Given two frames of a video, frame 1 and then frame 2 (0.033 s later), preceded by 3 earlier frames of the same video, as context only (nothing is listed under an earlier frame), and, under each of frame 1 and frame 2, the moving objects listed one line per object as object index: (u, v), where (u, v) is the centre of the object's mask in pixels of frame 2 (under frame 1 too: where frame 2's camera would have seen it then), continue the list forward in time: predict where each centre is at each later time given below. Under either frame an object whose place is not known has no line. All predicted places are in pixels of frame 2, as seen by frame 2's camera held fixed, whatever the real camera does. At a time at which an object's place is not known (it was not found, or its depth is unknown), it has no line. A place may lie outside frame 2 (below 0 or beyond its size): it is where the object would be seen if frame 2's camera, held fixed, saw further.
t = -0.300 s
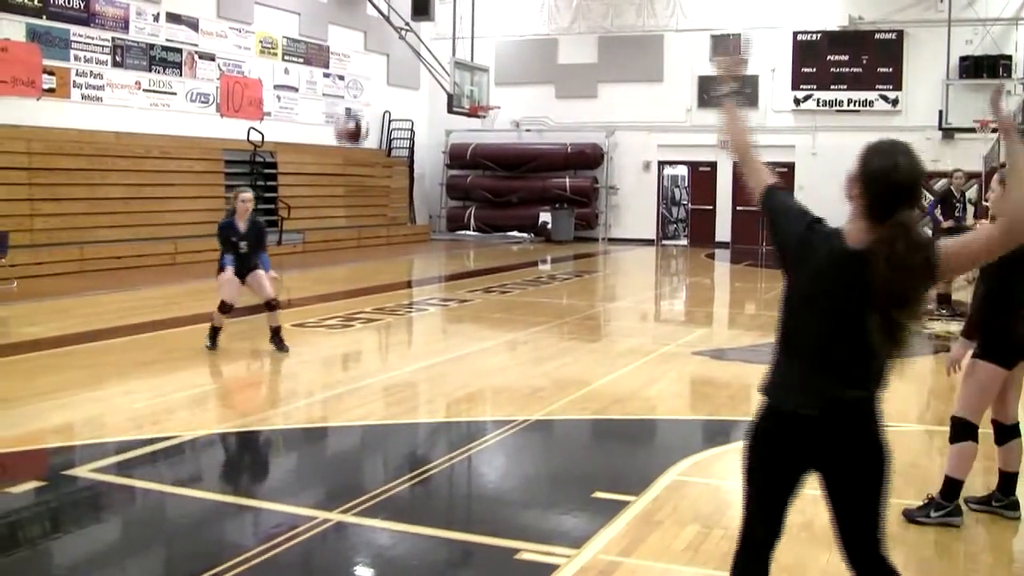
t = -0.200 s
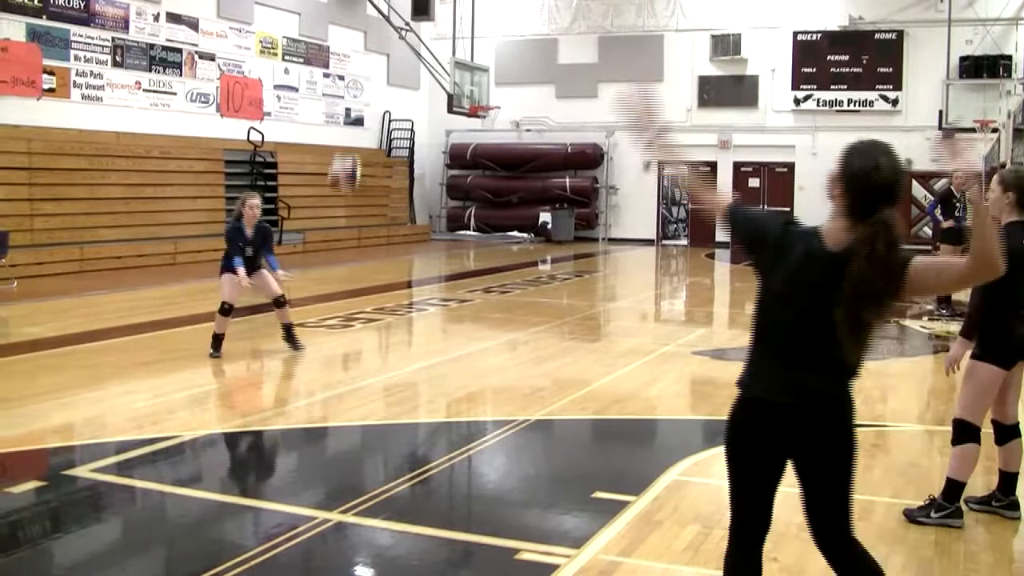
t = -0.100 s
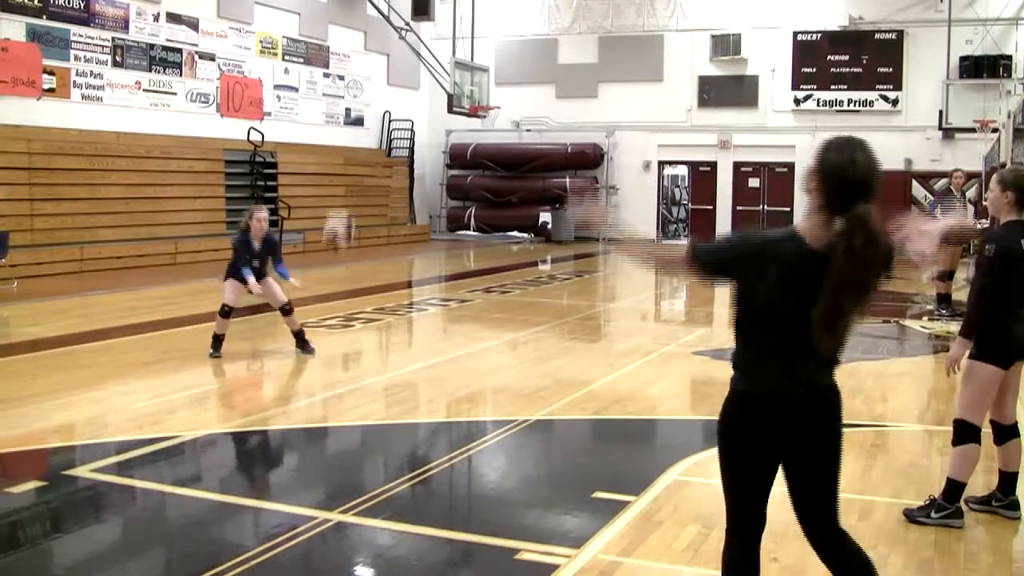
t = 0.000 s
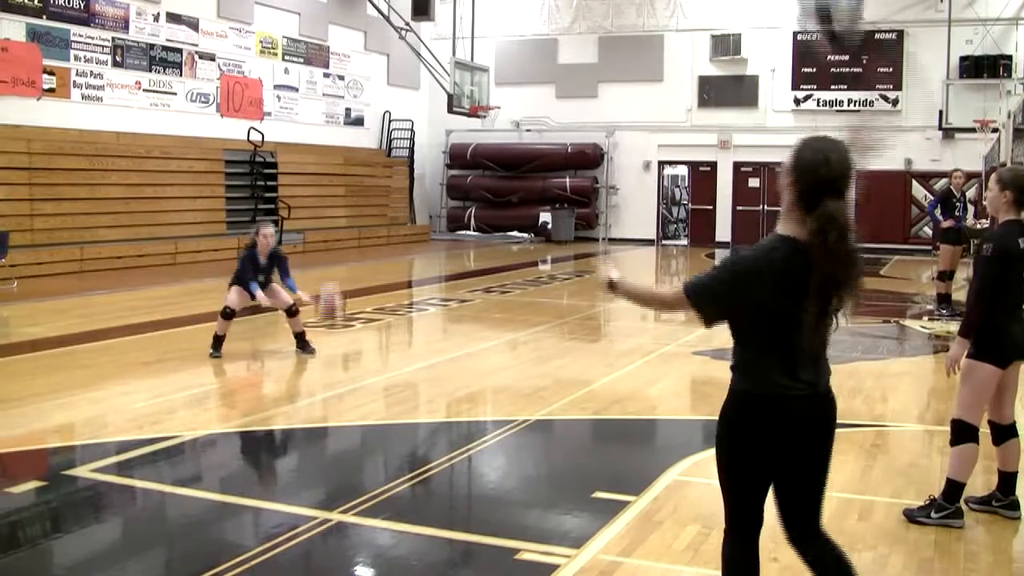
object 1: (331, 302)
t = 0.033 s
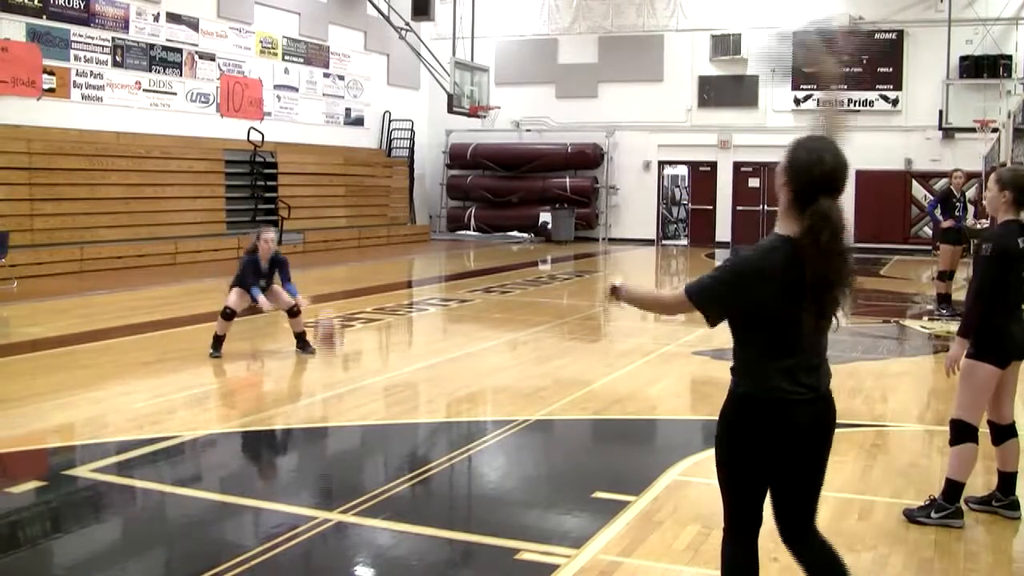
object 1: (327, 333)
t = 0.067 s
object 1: (326, 367)
